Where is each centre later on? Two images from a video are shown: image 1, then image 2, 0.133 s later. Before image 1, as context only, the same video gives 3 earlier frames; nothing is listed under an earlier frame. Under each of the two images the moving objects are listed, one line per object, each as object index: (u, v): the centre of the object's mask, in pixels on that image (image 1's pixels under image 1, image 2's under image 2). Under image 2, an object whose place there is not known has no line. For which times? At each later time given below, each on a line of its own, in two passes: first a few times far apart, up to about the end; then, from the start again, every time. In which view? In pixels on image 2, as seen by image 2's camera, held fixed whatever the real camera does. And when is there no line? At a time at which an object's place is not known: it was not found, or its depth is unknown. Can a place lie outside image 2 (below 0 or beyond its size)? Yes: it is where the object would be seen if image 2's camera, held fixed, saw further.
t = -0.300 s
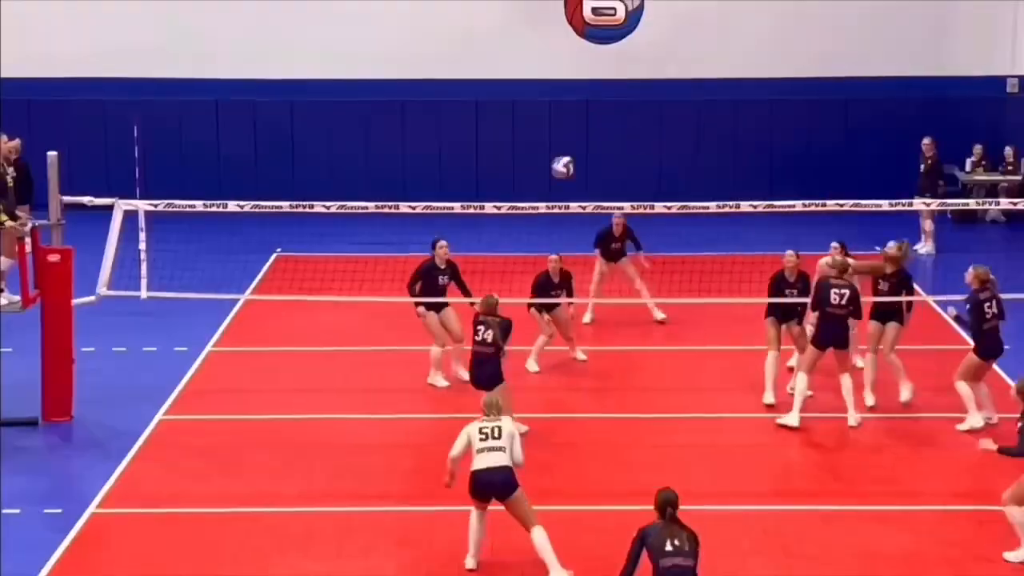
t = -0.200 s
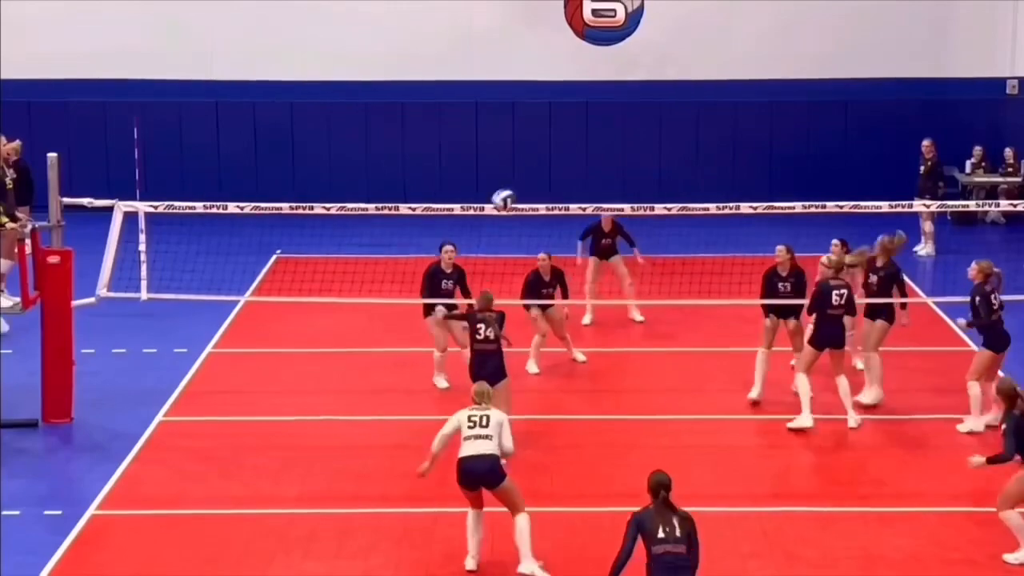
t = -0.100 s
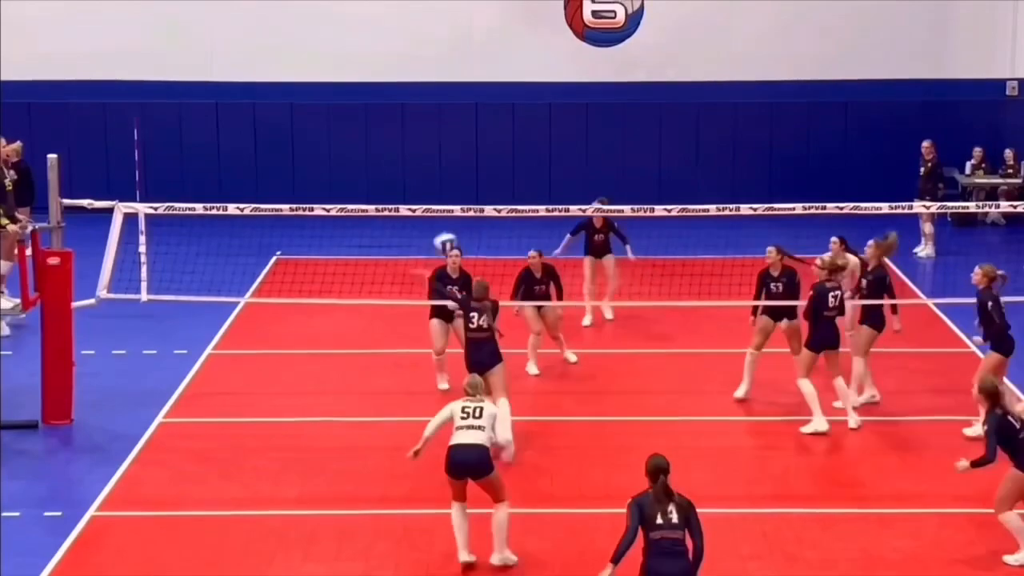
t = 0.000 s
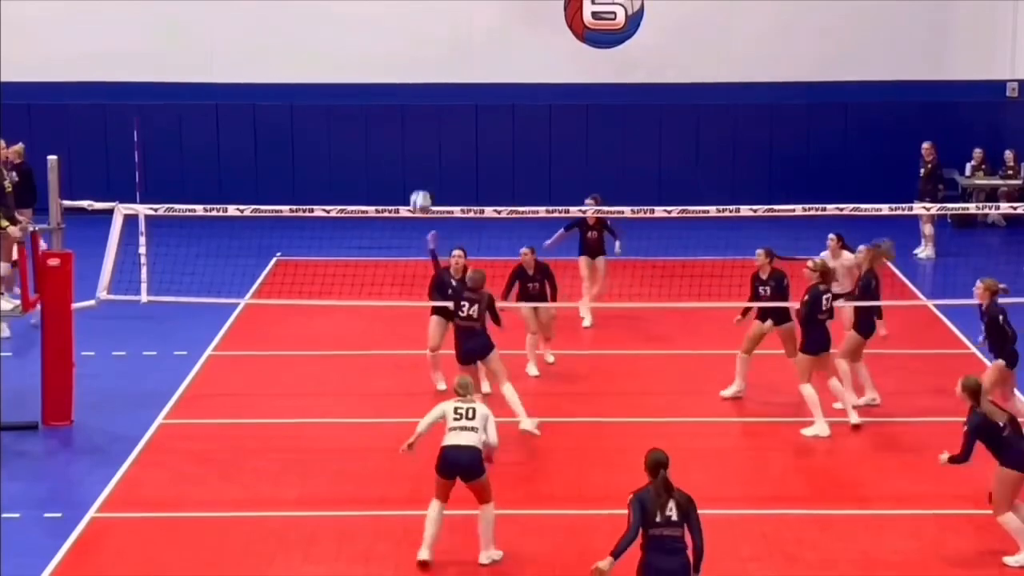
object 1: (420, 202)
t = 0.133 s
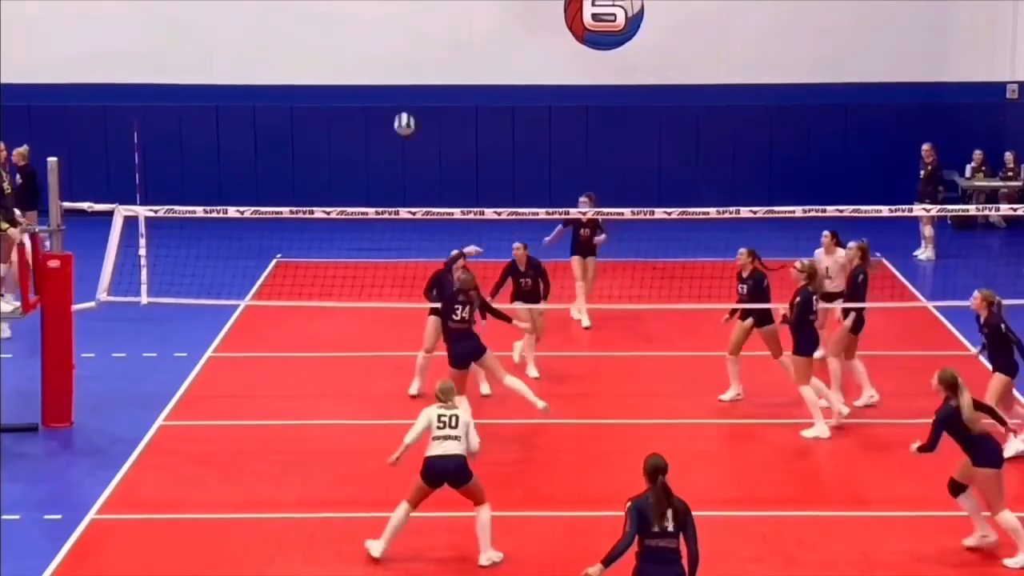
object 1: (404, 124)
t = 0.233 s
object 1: (392, 78)
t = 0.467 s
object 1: (366, 14)
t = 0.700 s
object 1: (343, 7)
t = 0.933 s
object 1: (321, 46)
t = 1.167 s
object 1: (302, 134)
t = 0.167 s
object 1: (400, 107)
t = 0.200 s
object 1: (396, 92)
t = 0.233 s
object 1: (392, 78)
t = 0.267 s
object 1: (388, 66)
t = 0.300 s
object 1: (385, 54)
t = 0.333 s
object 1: (381, 44)
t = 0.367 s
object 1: (378, 35)
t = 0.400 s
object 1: (373, 27)
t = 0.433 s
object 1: (369, 20)
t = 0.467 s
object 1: (366, 14)
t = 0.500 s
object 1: (363, 10)
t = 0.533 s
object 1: (360, 7)
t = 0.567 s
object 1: (355, 4)
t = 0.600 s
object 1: (351, 3)
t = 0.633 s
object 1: (348, 3)
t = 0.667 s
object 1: (346, 4)
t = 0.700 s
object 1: (343, 7)
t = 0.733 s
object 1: (339, 9)
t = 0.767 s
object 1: (336, 13)
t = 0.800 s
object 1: (333, 17)
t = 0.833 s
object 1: (331, 24)
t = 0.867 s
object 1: (328, 30)
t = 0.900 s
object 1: (325, 38)
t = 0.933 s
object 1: (321, 46)
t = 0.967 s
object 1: (319, 55)
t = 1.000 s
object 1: (316, 66)
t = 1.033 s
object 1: (313, 82)
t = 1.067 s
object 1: (310, 94)
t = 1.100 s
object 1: (307, 107)
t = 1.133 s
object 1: (304, 121)
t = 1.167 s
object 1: (302, 134)
